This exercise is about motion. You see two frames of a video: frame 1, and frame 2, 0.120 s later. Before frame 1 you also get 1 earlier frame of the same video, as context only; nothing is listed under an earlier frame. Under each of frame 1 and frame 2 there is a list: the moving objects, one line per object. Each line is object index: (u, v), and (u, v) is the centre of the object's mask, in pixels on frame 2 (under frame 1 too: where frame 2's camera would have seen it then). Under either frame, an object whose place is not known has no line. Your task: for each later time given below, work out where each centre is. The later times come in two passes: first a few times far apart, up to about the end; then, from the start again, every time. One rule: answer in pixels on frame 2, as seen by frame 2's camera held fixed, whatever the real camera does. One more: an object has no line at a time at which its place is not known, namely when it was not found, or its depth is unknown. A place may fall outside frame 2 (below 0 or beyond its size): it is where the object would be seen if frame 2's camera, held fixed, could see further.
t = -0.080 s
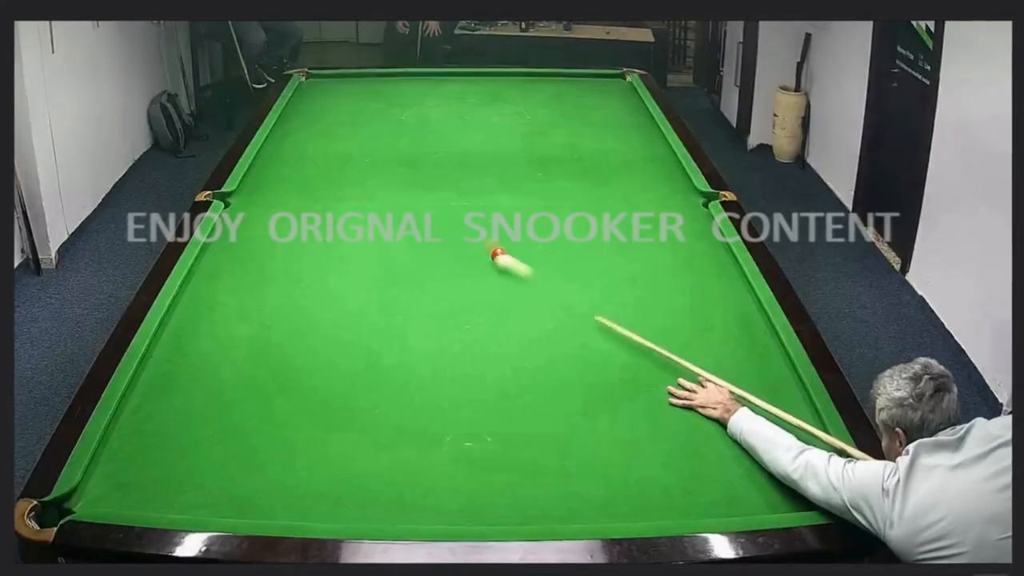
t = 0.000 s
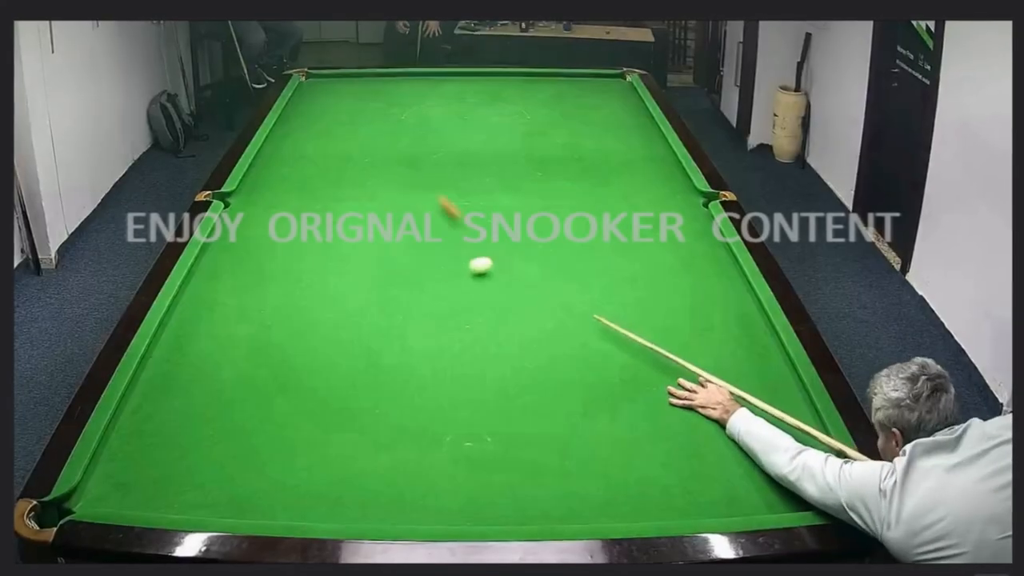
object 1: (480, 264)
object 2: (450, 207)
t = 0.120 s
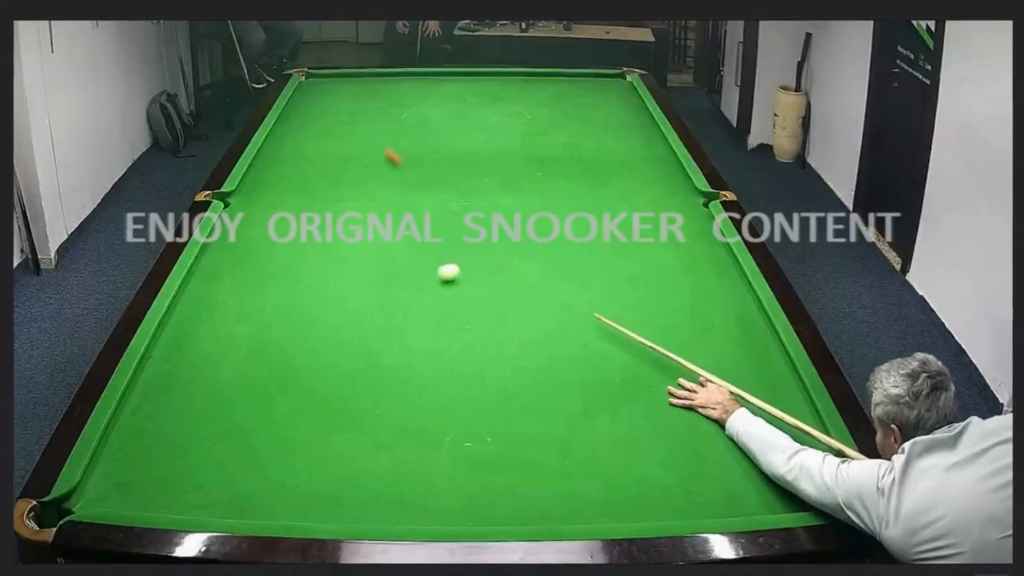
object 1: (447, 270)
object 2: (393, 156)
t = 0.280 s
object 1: (416, 278)
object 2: (340, 110)
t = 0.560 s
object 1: (362, 297)
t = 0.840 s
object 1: (306, 320)
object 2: (313, 75)
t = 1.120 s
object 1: (251, 339)
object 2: (319, 97)
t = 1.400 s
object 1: (196, 359)
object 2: (312, 116)
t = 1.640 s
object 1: (149, 375)
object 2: (306, 131)
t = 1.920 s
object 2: (297, 149)
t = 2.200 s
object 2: (289, 169)
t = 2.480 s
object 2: (281, 190)
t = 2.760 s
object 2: (274, 213)
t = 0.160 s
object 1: (439, 272)
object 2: (378, 143)
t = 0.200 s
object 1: (432, 273)
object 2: (364, 131)
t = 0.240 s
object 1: (423, 275)
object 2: (352, 120)
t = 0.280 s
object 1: (416, 278)
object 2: (340, 110)
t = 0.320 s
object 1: (406, 277)
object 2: (331, 101)
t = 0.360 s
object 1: (399, 281)
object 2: (321, 93)
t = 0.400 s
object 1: (393, 288)
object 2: (313, 84)
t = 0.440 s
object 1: (386, 289)
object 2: (306, 78)
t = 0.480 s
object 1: (377, 291)
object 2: (301, 72)
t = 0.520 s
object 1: (370, 298)
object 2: (296, 68)
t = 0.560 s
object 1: (362, 297)
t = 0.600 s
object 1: (354, 301)
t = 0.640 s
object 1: (347, 306)
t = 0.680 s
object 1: (338, 309)
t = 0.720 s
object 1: (331, 312)
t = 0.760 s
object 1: (322, 315)
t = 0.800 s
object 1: (314, 317)
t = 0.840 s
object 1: (306, 320)
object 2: (313, 75)
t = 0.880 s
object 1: (299, 323)
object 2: (316, 86)
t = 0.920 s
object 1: (290, 326)
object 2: (316, 85)
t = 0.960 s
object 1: (282, 329)
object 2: (317, 84)
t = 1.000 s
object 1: (274, 331)
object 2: (317, 85)
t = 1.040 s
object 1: (266, 334)
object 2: (319, 90)
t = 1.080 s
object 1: (258, 337)
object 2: (320, 97)
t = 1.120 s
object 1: (251, 339)
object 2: (319, 97)
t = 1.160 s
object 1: (242, 342)
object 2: (319, 100)
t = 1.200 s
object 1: (234, 345)
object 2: (318, 105)
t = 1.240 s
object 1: (227, 348)
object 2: (317, 106)
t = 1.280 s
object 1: (219, 351)
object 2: (316, 109)
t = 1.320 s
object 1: (211, 354)
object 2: (315, 111)
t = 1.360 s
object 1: (203, 356)
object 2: (313, 114)
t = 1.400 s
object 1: (196, 359)
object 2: (312, 116)
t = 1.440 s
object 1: (188, 362)
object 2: (311, 119)
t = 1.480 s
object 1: (180, 364)
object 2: (310, 121)
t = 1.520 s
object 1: (172, 367)
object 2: (309, 123)
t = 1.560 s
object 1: (165, 370)
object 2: (308, 126)
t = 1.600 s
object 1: (157, 372)
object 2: (307, 129)
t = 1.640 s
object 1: (149, 375)
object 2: (306, 131)
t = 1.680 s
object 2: (305, 133)
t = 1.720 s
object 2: (303, 136)
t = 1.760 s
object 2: (302, 139)
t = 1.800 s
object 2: (301, 141)
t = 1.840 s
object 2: (300, 144)
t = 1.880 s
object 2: (299, 147)
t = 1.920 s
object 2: (297, 149)
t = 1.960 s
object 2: (297, 152)
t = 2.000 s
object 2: (295, 155)
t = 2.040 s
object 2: (294, 157)
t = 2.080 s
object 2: (293, 160)
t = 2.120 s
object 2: (292, 163)
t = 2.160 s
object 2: (291, 166)
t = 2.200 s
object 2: (289, 169)
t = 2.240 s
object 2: (288, 172)
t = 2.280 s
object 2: (287, 175)
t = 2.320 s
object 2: (286, 178)
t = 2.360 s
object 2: (285, 181)
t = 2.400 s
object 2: (283, 184)
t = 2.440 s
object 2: (282, 187)
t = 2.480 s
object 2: (281, 190)
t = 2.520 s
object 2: (280, 193)
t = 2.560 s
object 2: (279, 197)
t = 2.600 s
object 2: (278, 200)
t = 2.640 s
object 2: (277, 203)
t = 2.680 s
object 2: (275, 205)
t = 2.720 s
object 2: (274, 208)
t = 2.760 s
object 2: (274, 213)
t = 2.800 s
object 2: (272, 216)
